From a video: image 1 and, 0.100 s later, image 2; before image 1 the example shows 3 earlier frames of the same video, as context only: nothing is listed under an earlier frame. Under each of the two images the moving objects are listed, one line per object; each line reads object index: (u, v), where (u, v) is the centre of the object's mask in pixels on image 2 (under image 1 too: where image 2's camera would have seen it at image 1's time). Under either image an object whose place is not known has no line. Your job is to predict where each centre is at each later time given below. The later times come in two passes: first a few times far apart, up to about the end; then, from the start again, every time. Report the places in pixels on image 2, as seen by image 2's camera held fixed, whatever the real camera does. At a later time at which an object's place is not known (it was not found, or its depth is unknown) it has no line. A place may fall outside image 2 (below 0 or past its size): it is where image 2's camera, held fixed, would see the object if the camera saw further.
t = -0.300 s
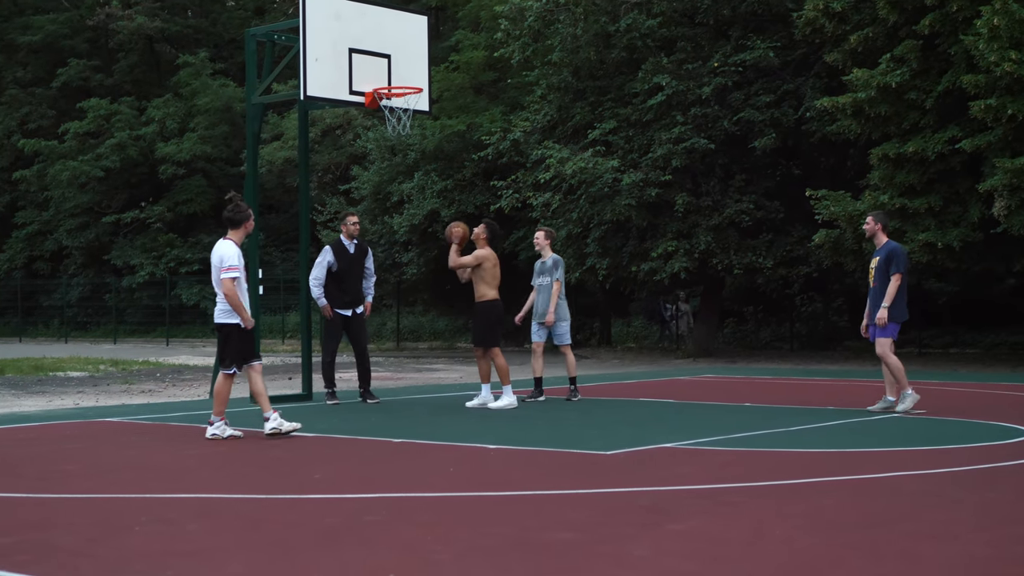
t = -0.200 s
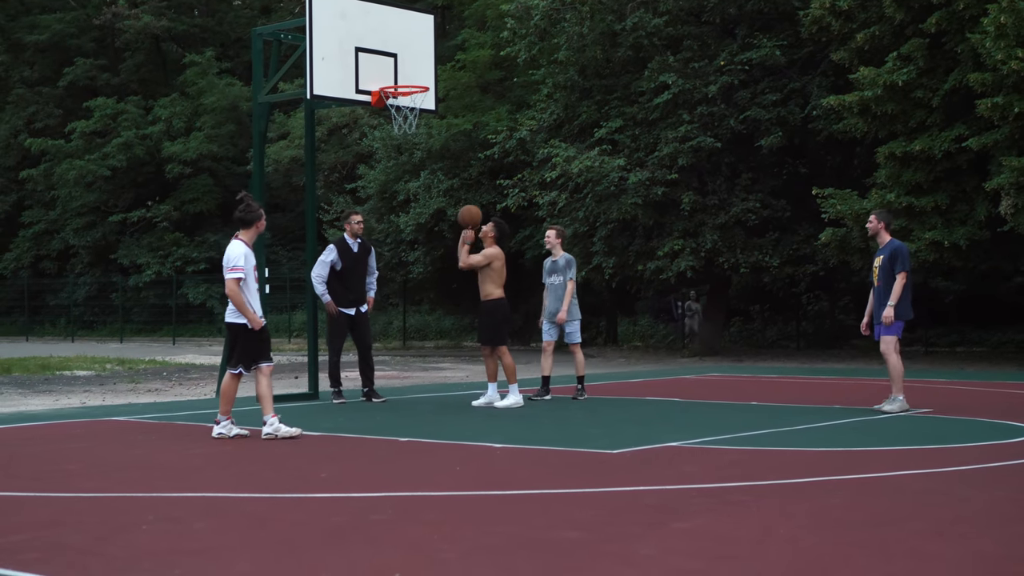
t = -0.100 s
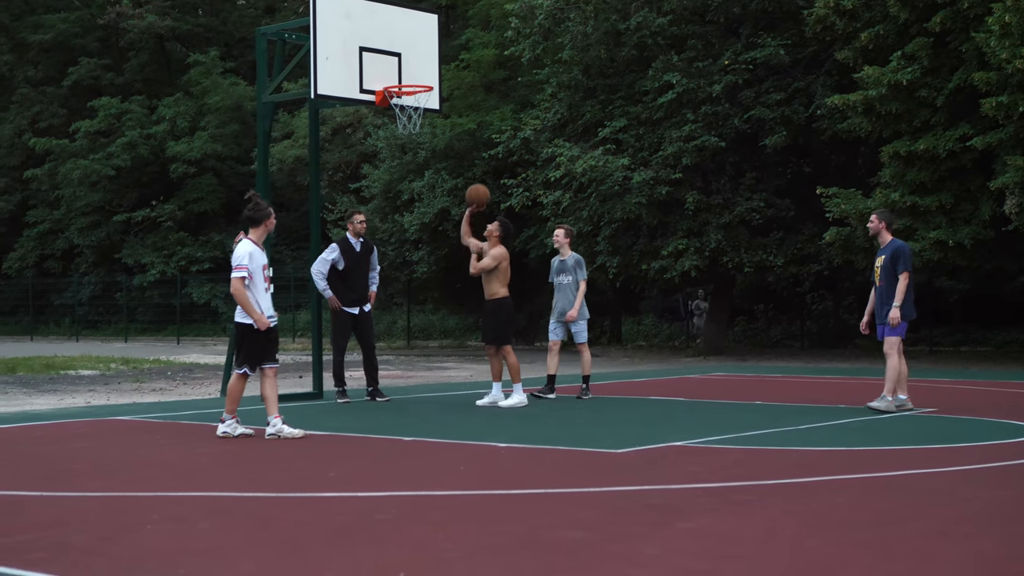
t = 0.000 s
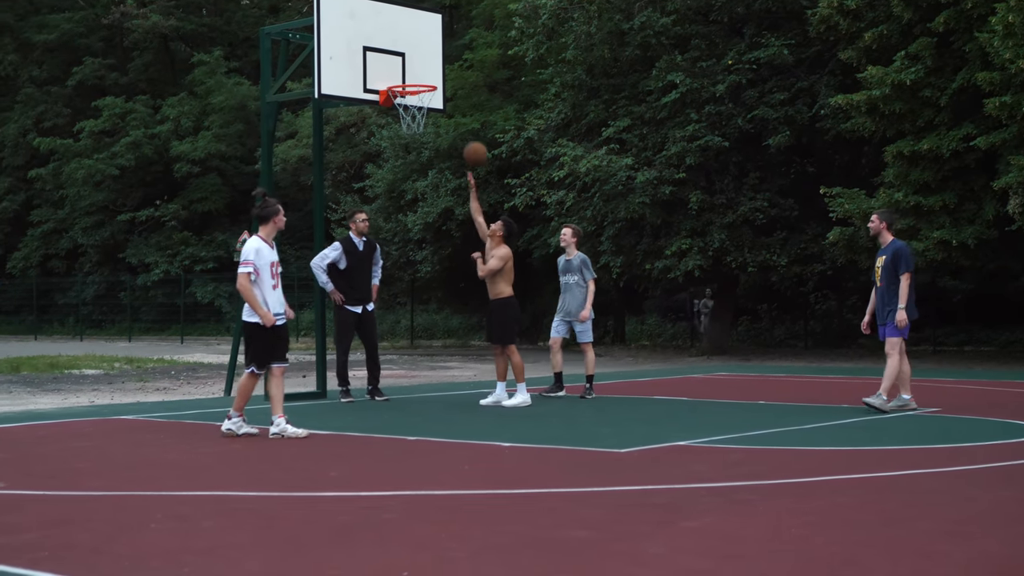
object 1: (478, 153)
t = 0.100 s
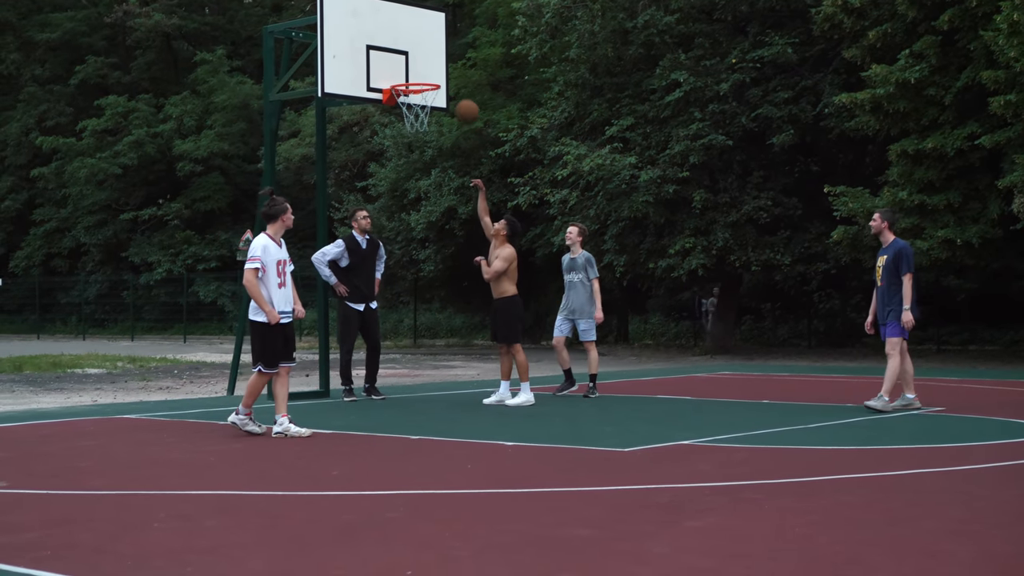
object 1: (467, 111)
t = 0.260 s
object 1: (448, 67)
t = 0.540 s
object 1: (415, 50)
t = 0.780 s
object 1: (407, 66)
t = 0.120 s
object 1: (464, 104)
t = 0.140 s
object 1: (462, 98)
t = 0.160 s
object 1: (459, 91)
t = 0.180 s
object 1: (457, 86)
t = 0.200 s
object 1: (455, 80)
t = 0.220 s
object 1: (452, 76)
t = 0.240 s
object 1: (450, 71)
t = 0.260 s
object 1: (448, 67)
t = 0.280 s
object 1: (446, 63)
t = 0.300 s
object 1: (443, 60)
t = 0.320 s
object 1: (441, 57)
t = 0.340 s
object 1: (438, 54)
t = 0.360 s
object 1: (436, 52)
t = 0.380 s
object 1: (434, 51)
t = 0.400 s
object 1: (431, 49)
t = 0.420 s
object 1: (429, 48)
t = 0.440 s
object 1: (426, 48)
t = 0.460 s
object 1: (424, 47)
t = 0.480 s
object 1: (422, 47)
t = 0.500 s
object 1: (420, 48)
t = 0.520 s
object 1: (417, 49)
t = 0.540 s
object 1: (415, 50)
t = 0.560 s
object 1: (413, 52)
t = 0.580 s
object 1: (410, 54)
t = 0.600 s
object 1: (408, 56)
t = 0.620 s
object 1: (406, 59)
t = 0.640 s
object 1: (403, 63)
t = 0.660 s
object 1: (401, 66)
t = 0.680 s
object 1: (399, 71)
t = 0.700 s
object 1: (396, 74)
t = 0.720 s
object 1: (398, 74)
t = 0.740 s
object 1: (401, 71)
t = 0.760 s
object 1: (404, 69)
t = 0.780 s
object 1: (407, 66)
